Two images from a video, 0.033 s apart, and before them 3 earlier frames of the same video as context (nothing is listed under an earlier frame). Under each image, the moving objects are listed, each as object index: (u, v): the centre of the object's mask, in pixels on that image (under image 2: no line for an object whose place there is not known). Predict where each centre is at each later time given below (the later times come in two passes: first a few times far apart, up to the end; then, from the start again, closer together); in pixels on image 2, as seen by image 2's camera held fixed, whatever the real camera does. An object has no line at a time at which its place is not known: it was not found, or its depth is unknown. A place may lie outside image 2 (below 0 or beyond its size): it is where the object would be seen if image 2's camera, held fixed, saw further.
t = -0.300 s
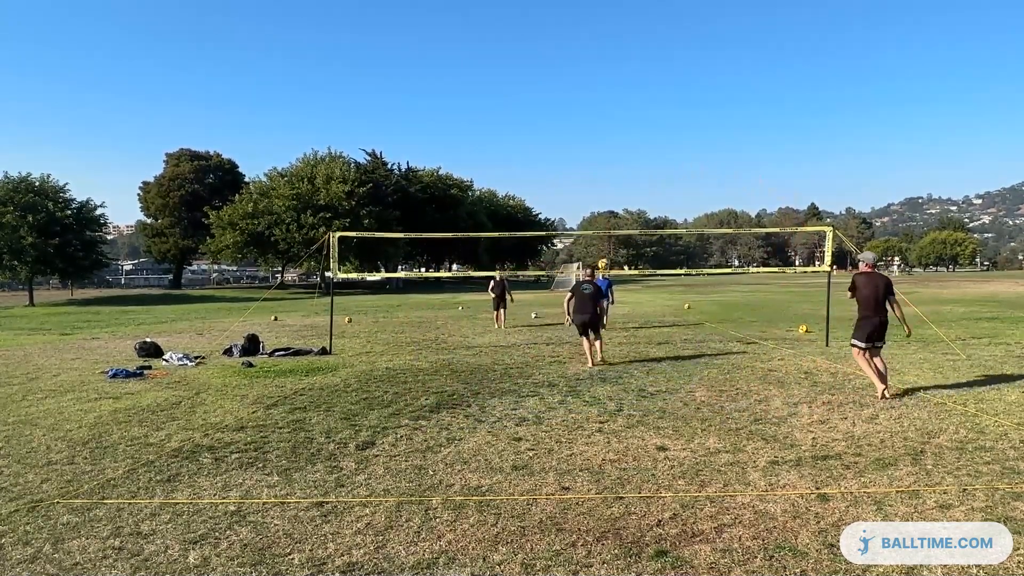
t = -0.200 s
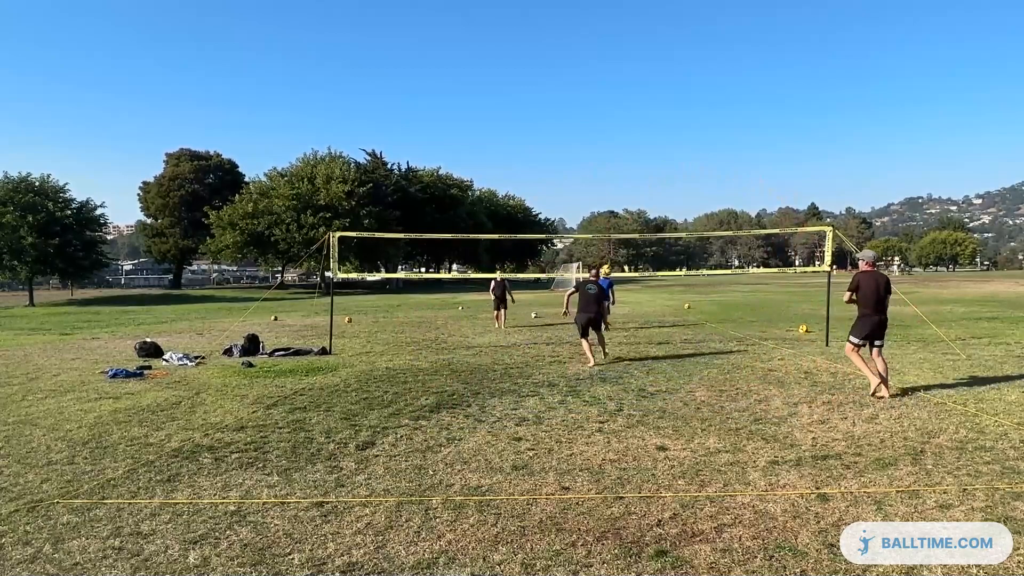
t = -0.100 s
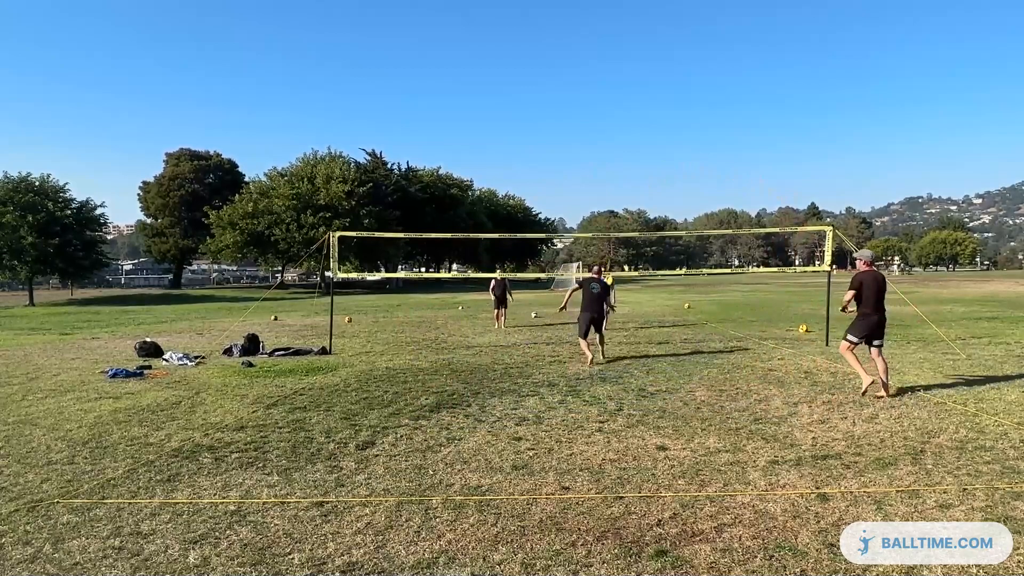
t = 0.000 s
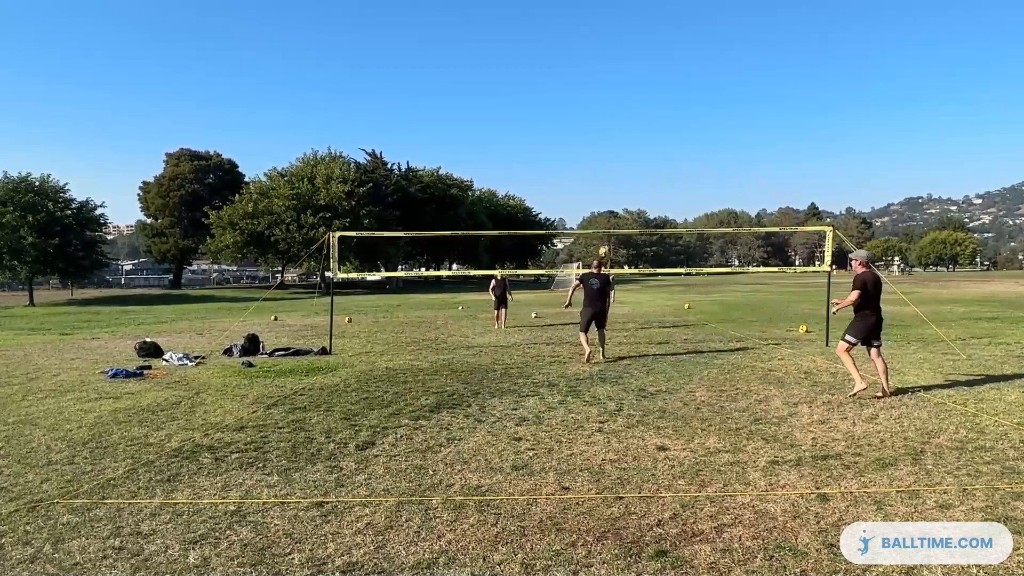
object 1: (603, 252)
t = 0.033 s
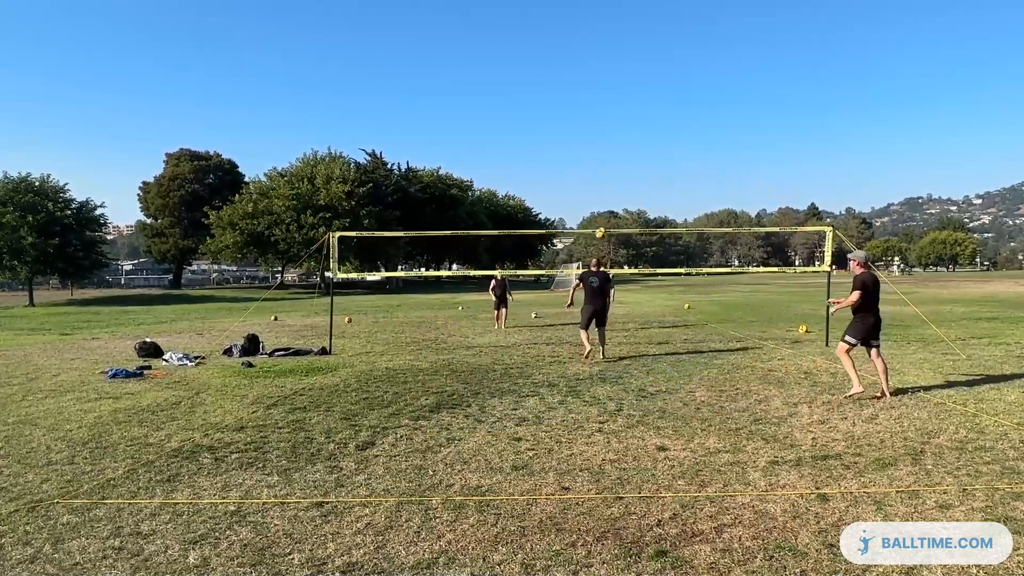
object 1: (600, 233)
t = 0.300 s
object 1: (576, 117)
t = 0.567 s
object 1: (553, 52)
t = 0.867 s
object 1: (530, 27)
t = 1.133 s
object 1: (513, 39)
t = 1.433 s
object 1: (496, 84)
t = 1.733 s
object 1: (483, 157)
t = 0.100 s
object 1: (594, 199)
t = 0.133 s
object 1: (591, 183)
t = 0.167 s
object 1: (588, 168)
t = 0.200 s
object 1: (585, 154)
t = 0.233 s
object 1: (582, 141)
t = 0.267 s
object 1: (578, 129)
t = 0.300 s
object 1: (576, 117)
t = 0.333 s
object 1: (573, 107)
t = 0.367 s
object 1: (570, 97)
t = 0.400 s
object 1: (567, 88)
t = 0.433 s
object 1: (565, 79)
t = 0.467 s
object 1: (562, 71)
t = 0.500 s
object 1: (559, 65)
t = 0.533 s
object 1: (556, 58)
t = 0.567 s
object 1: (553, 52)
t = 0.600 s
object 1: (551, 47)
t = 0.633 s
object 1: (548, 43)
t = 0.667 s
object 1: (545, 39)
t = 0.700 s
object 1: (543, 36)
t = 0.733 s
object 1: (540, 33)
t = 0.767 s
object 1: (538, 30)
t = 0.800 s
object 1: (535, 29)
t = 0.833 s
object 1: (533, 28)
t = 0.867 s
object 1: (530, 27)
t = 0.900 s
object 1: (528, 27)
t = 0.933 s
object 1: (526, 27)
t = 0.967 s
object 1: (524, 28)
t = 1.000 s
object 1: (521, 29)
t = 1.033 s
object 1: (519, 31)
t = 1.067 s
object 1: (517, 33)
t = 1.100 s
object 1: (515, 36)
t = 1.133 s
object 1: (513, 39)
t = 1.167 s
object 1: (511, 42)
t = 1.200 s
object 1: (509, 46)
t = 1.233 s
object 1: (507, 51)
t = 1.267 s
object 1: (505, 55)
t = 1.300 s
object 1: (503, 60)
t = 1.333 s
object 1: (502, 66)
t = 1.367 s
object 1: (500, 72)
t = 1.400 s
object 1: (498, 78)
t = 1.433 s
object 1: (496, 84)
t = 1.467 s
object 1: (495, 91)
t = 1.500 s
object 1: (493, 98)
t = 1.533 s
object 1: (491, 106)
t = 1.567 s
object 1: (490, 114)
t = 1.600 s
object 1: (488, 122)
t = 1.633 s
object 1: (487, 131)
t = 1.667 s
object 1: (485, 139)
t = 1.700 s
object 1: (484, 148)
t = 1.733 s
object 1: (483, 157)
